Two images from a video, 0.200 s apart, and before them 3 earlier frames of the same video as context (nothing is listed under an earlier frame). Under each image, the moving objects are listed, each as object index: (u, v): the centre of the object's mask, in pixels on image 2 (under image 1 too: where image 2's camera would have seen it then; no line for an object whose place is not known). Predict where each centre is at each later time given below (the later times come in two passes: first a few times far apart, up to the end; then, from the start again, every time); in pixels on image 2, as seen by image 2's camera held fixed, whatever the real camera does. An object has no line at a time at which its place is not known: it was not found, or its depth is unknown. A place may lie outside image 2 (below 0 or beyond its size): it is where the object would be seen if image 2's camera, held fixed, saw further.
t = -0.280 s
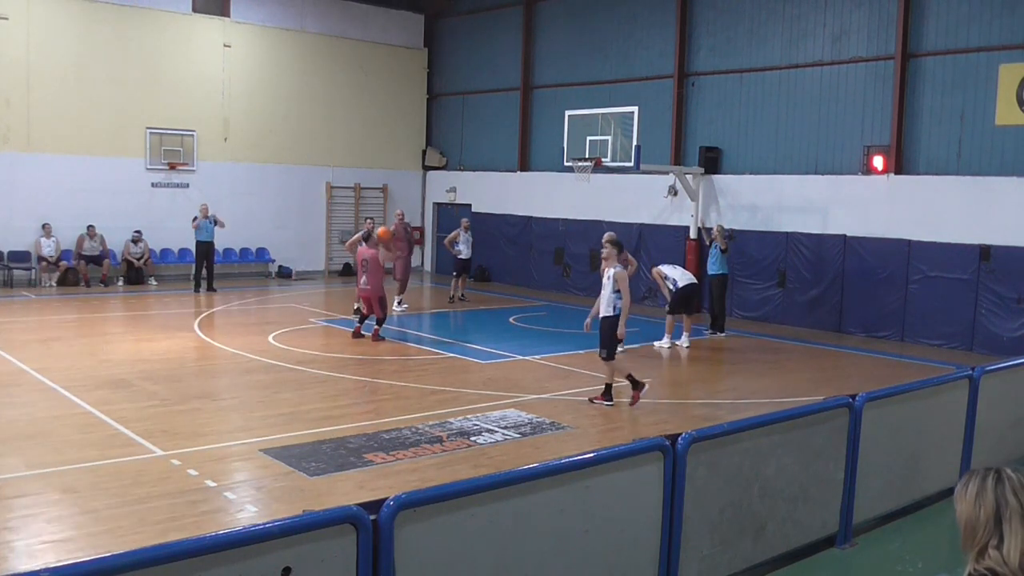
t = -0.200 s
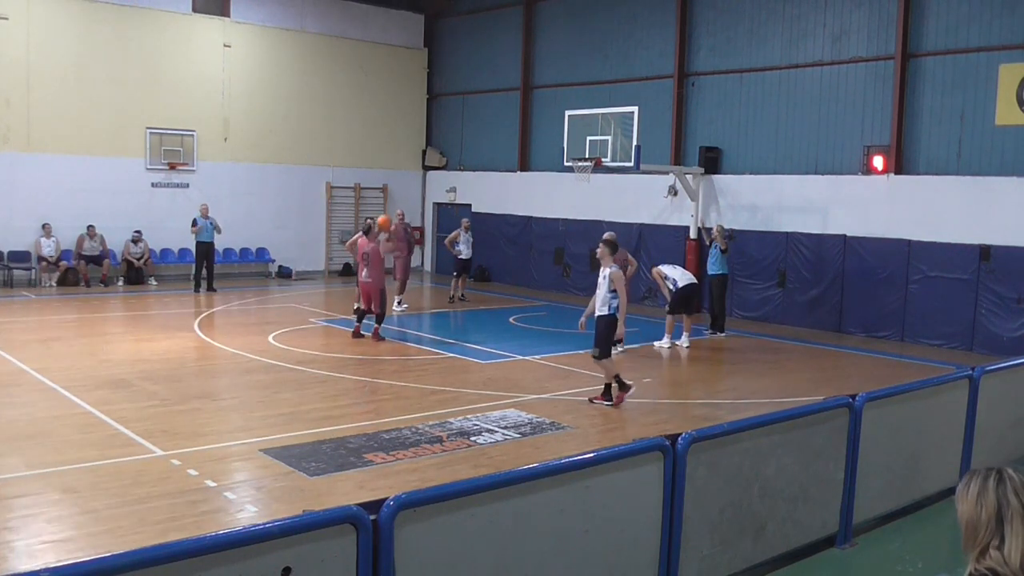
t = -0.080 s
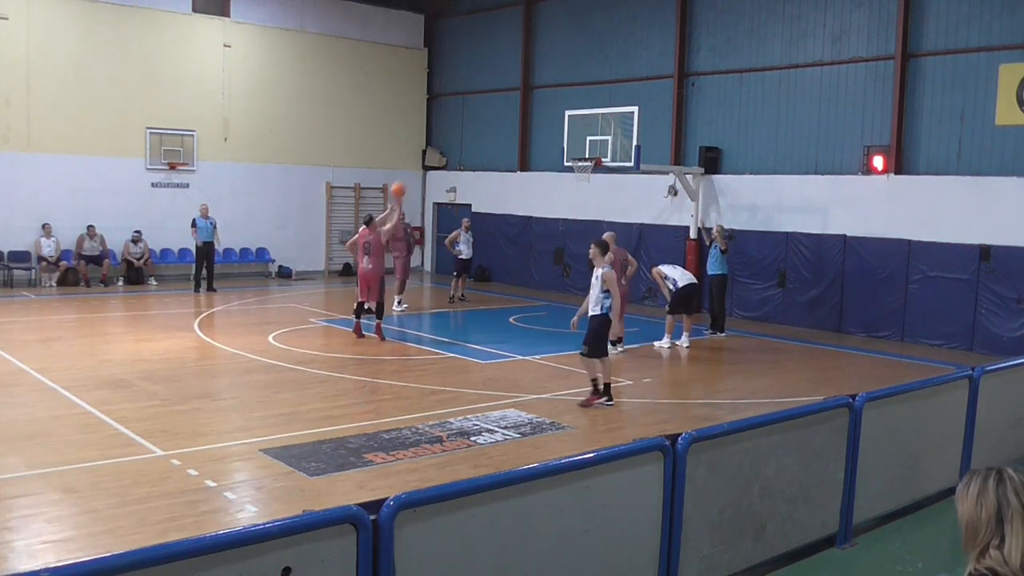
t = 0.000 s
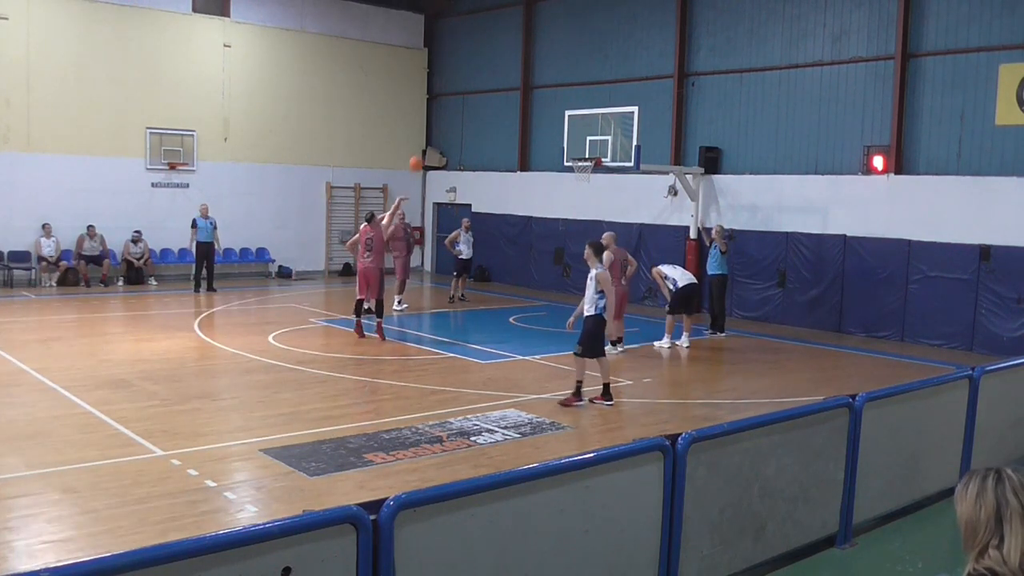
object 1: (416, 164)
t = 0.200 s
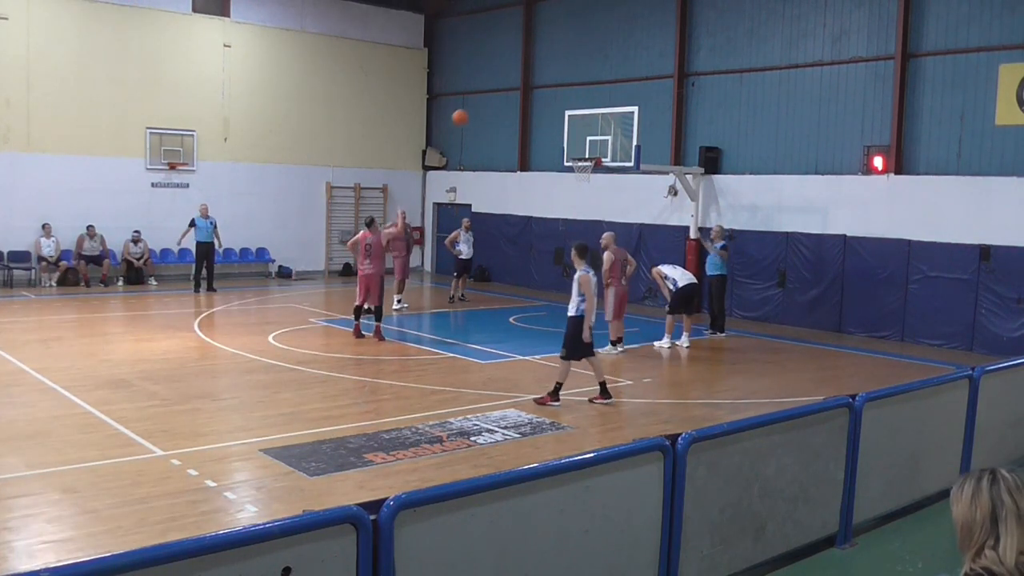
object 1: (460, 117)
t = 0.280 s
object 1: (476, 106)
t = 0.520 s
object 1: (521, 95)
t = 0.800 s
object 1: (568, 125)
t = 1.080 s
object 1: (579, 151)
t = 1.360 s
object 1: (579, 151)
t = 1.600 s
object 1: (578, 189)
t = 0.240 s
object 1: (468, 111)
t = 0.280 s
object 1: (476, 106)
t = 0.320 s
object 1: (484, 102)
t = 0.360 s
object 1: (492, 99)
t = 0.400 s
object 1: (500, 96)
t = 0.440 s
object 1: (507, 95)
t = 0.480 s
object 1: (514, 95)
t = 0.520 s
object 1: (521, 95)
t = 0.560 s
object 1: (529, 97)
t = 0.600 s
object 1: (536, 100)
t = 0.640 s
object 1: (543, 103)
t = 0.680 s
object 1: (549, 108)
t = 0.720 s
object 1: (556, 113)
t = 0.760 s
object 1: (562, 118)
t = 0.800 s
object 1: (568, 125)
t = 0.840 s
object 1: (575, 133)
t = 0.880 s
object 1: (581, 141)
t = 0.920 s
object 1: (587, 149)
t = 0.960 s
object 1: (588, 154)
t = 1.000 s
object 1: (580, 155)
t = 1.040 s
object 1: (579, 153)
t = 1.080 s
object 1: (579, 151)
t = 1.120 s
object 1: (579, 149)
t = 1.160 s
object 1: (579, 147)
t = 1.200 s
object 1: (579, 147)
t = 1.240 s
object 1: (579, 147)
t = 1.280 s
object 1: (579, 147)
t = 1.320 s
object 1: (579, 149)
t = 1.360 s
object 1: (579, 151)
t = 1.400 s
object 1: (579, 155)
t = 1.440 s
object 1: (578, 160)
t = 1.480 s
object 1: (578, 166)
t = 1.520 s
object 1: (579, 173)
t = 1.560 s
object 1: (578, 181)
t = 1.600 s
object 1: (578, 189)
